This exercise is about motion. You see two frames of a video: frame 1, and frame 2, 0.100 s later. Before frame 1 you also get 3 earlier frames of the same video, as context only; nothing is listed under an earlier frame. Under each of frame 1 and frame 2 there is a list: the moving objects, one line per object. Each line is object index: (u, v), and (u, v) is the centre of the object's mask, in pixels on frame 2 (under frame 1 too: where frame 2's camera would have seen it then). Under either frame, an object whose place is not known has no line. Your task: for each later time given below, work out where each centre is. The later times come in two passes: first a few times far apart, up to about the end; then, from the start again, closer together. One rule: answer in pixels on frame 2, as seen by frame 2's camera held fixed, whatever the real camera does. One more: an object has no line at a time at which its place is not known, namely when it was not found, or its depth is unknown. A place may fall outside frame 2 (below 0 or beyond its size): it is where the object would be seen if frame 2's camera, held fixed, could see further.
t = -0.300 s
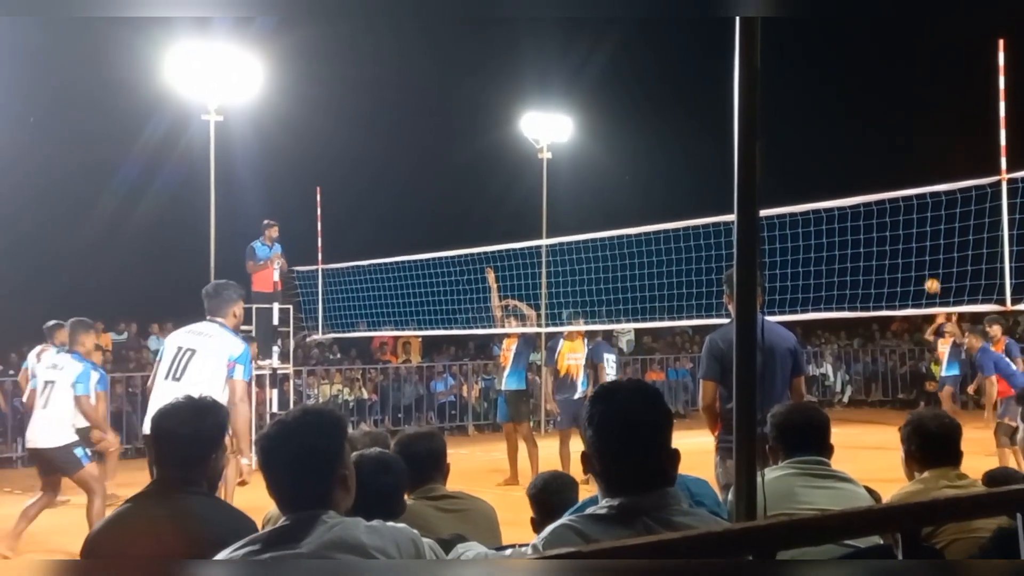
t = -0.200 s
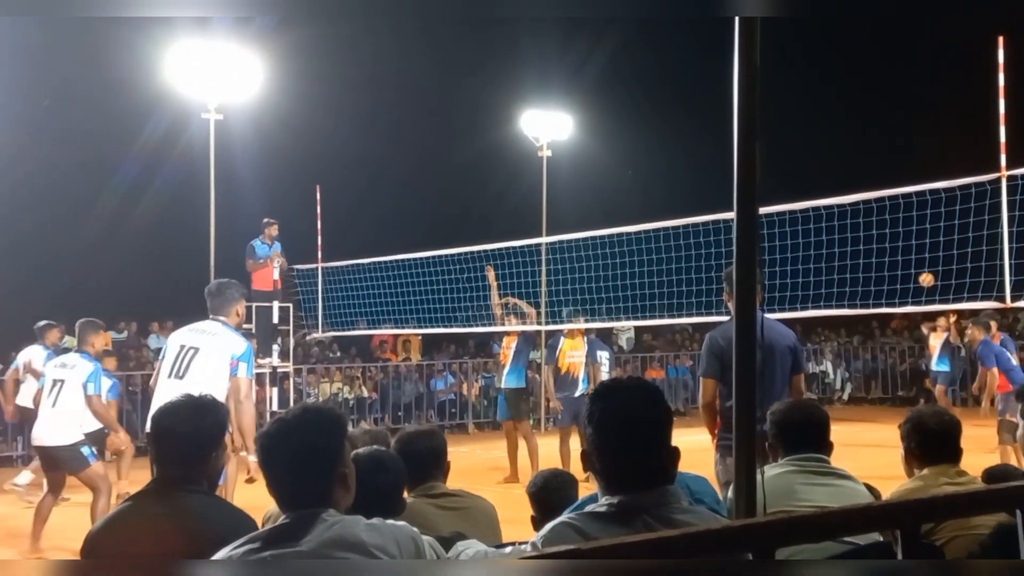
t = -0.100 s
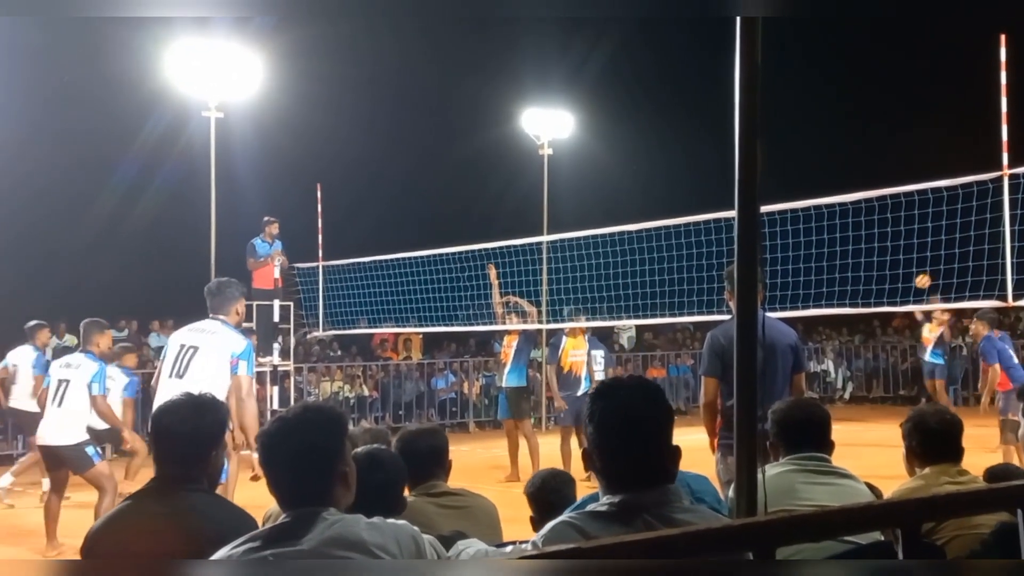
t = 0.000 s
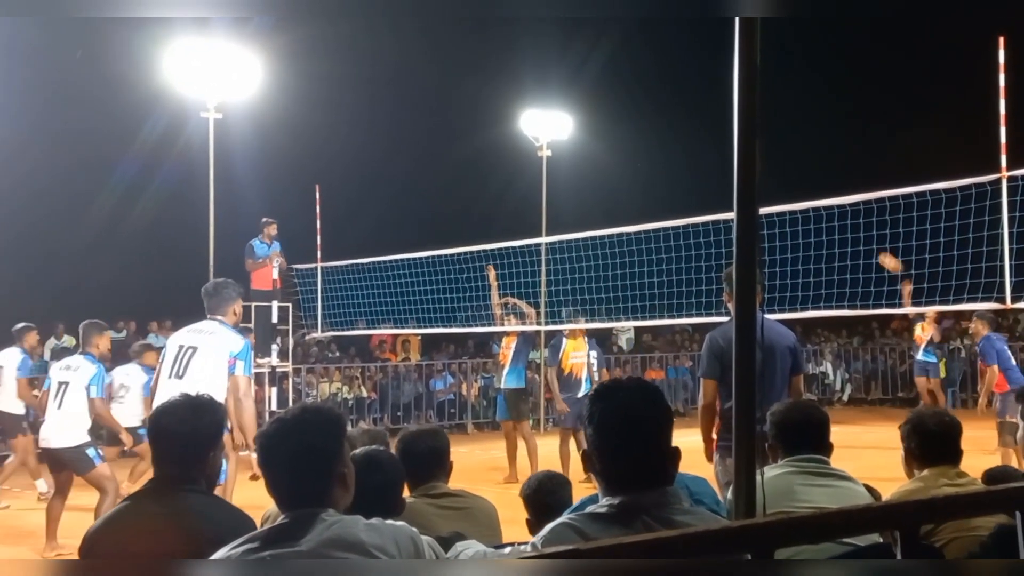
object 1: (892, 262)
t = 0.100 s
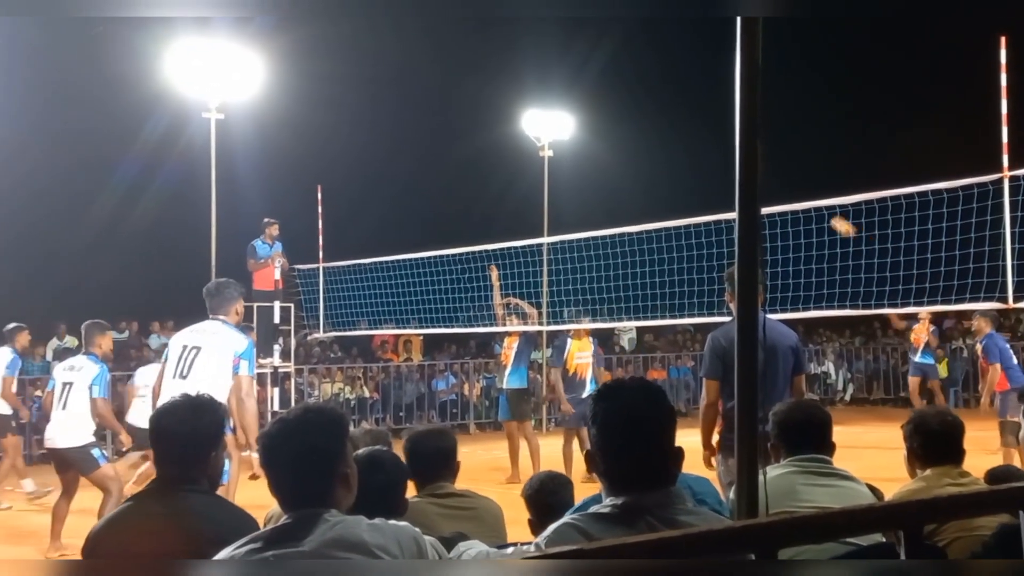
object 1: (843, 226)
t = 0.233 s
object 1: (776, 186)
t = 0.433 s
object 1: (658, 143)
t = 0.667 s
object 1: (503, 127)
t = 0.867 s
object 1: (348, 150)
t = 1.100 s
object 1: (136, 233)
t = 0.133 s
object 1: (828, 216)
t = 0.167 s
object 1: (810, 205)
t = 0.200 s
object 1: (792, 194)
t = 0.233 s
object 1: (776, 186)
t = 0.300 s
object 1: (729, 167)
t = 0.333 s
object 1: (717, 162)
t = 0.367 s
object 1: (698, 154)
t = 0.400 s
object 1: (679, 148)
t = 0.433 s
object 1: (658, 143)
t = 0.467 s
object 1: (637, 138)
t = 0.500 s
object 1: (617, 134)
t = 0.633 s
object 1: (518, 126)
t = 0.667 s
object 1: (503, 127)
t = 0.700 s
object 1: (478, 128)
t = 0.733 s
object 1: (452, 131)
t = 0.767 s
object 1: (428, 134)
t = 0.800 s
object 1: (401, 139)
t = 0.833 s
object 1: (375, 144)
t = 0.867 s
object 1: (348, 150)
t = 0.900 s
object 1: (320, 159)
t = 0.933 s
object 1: (293, 168)
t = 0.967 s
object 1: (263, 179)
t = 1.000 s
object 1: (234, 189)
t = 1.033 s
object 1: (201, 203)
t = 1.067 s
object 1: (168, 217)
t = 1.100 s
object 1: (136, 233)
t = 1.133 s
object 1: (102, 251)
